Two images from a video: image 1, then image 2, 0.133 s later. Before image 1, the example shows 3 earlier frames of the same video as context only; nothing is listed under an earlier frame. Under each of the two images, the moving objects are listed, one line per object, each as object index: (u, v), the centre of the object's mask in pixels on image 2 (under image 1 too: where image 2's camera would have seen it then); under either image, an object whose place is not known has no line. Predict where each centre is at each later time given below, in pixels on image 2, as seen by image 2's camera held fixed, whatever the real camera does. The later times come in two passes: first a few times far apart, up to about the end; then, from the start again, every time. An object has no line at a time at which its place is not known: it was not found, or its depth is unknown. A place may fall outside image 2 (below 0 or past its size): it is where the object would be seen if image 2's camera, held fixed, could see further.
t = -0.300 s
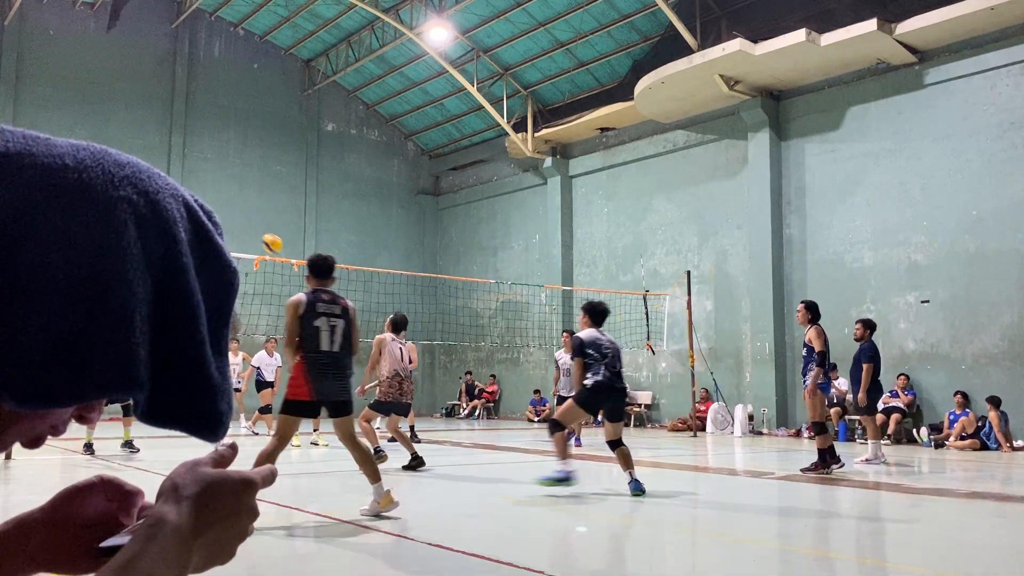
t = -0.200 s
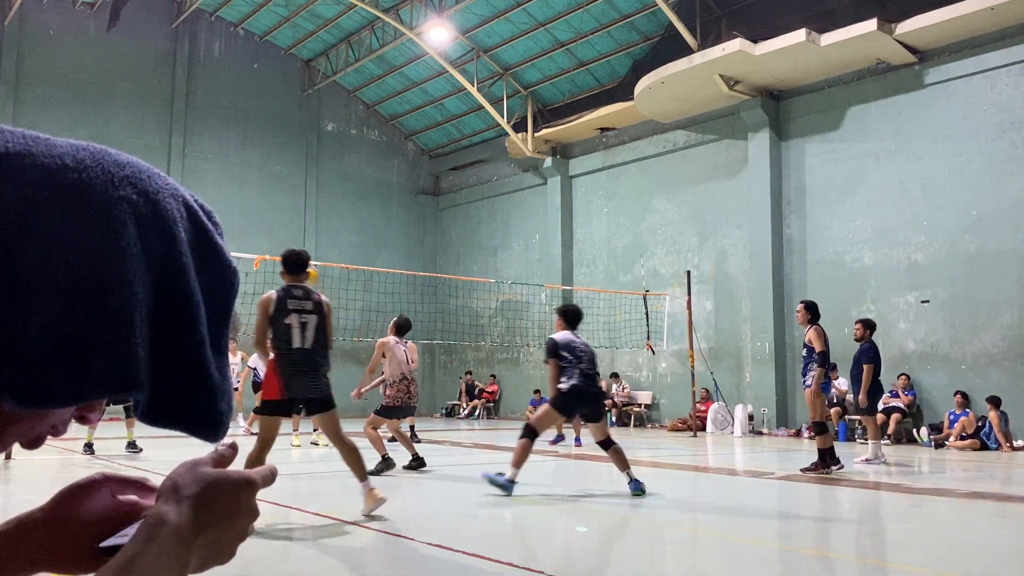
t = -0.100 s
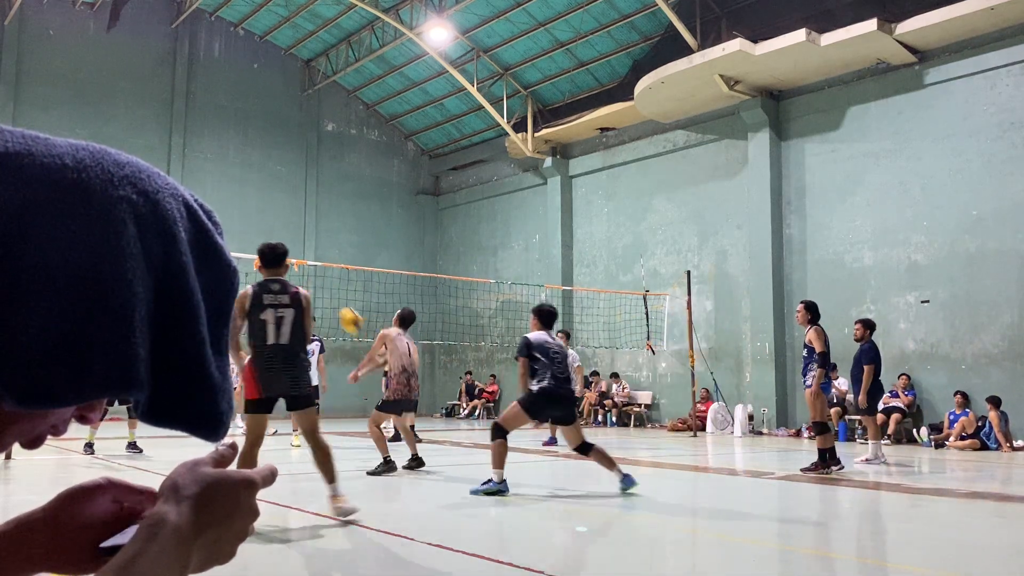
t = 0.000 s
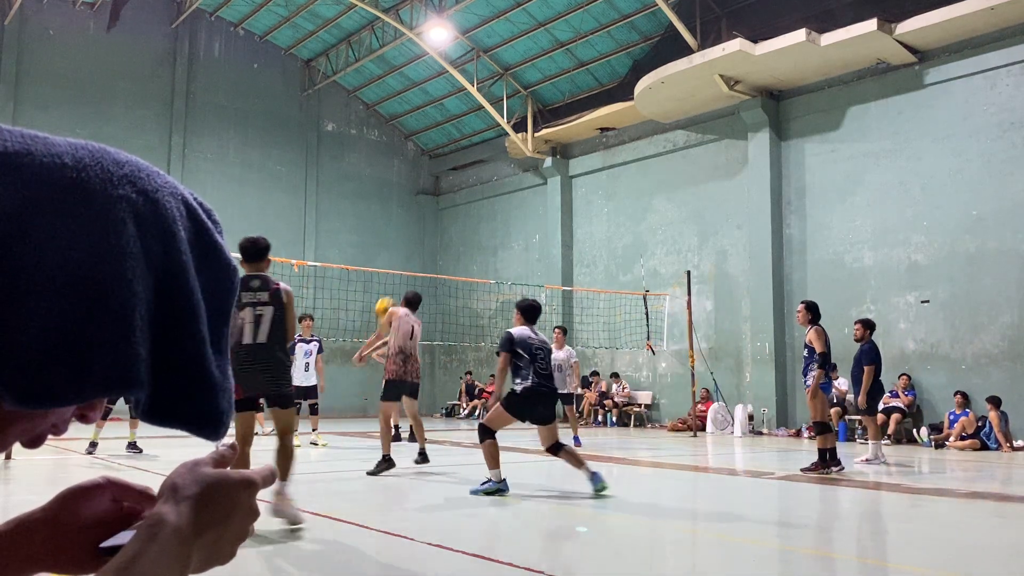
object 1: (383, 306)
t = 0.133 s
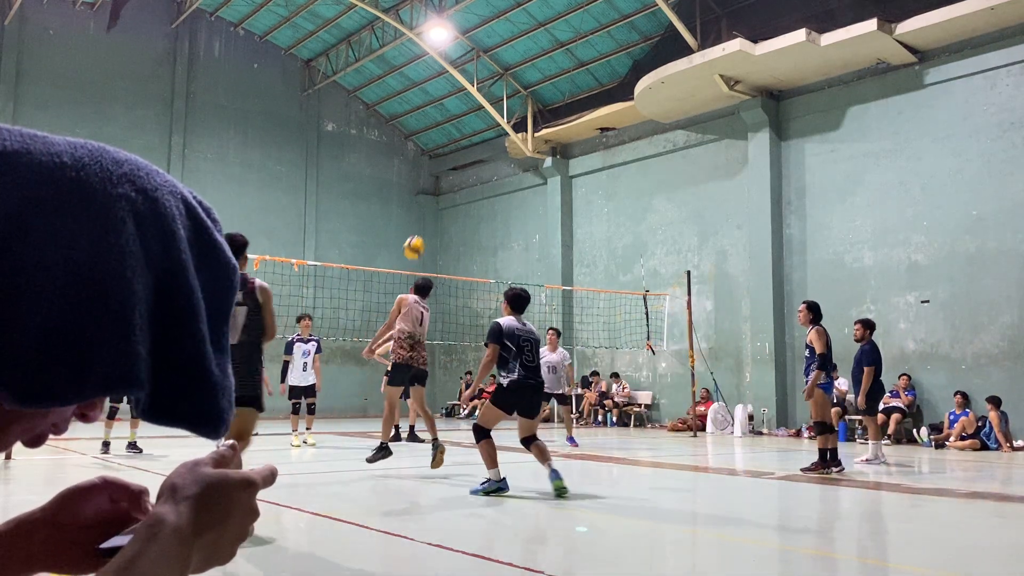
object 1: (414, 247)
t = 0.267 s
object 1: (440, 208)
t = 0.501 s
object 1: (477, 182)
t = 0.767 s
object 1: (514, 205)
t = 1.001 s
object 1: (540, 263)
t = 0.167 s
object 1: (420, 236)
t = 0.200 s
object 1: (426, 226)
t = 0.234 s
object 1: (433, 216)
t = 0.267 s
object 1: (440, 208)
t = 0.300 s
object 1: (445, 201)
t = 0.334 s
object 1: (451, 195)
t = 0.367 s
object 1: (456, 191)
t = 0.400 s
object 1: (462, 187)
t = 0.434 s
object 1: (467, 185)
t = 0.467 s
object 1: (472, 183)
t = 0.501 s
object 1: (477, 182)
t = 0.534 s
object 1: (482, 182)
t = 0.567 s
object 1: (487, 183)
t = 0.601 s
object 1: (492, 185)
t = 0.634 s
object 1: (496, 187)
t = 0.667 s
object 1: (500, 191)
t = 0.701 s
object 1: (505, 195)
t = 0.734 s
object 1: (509, 200)
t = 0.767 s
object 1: (514, 205)
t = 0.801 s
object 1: (517, 212)
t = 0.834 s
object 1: (521, 218)
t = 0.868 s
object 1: (525, 226)
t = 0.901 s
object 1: (529, 235)
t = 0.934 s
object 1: (533, 243)
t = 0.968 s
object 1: (536, 253)
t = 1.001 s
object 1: (540, 263)
